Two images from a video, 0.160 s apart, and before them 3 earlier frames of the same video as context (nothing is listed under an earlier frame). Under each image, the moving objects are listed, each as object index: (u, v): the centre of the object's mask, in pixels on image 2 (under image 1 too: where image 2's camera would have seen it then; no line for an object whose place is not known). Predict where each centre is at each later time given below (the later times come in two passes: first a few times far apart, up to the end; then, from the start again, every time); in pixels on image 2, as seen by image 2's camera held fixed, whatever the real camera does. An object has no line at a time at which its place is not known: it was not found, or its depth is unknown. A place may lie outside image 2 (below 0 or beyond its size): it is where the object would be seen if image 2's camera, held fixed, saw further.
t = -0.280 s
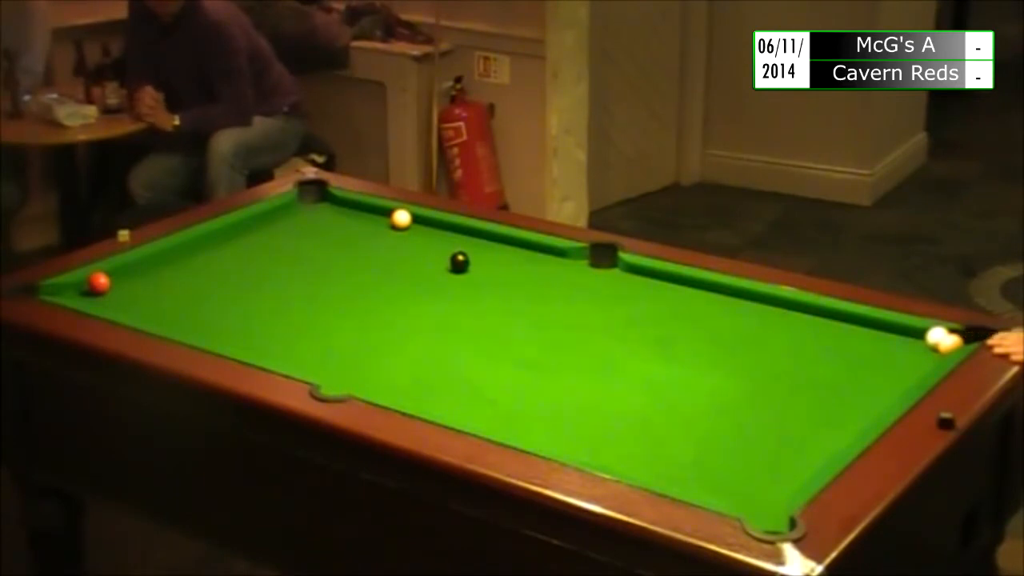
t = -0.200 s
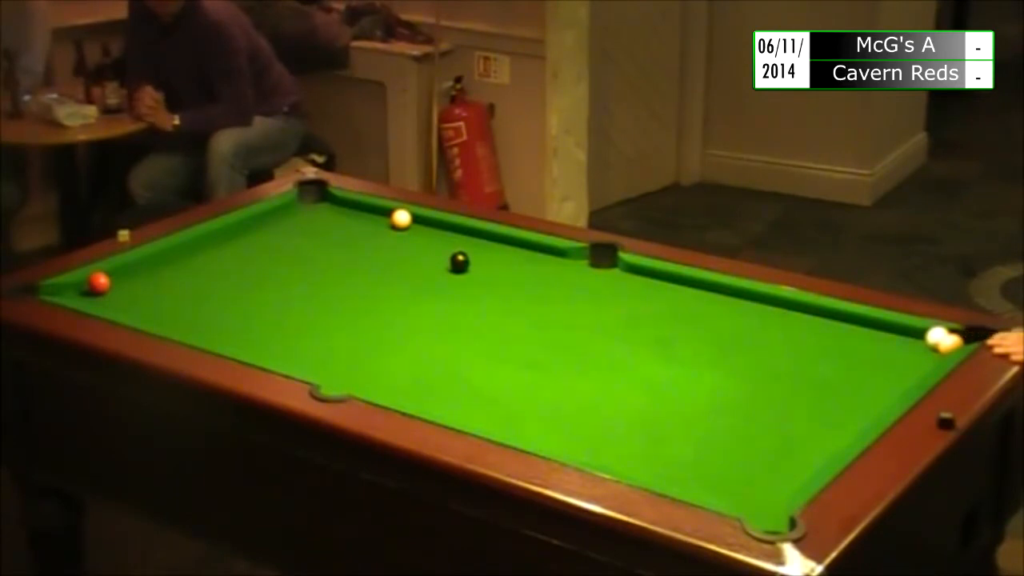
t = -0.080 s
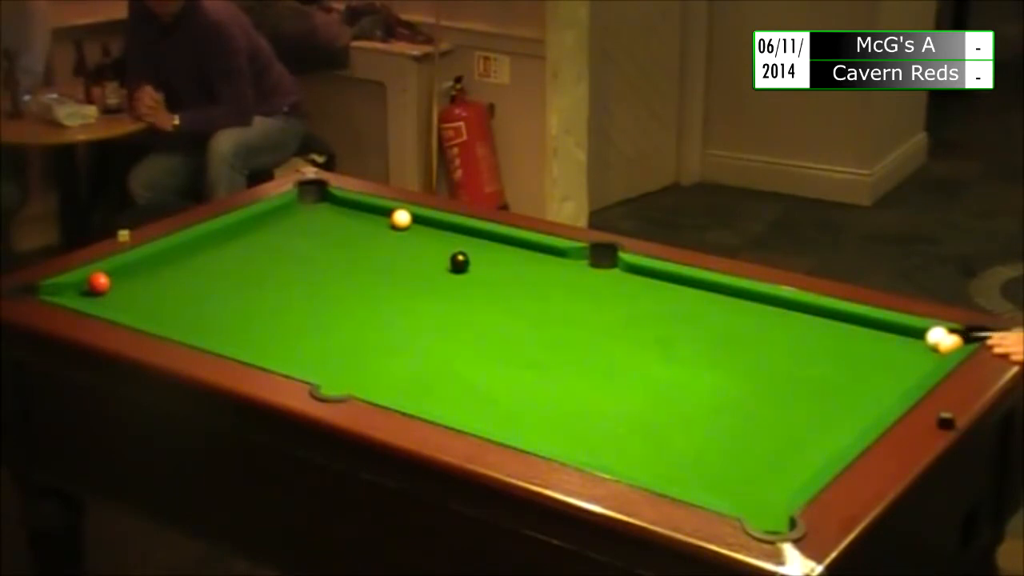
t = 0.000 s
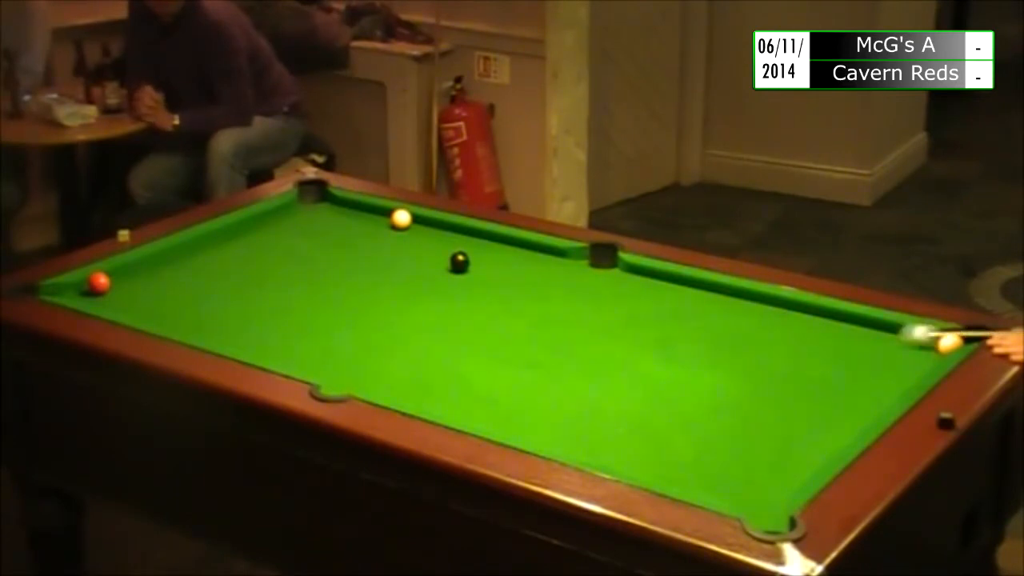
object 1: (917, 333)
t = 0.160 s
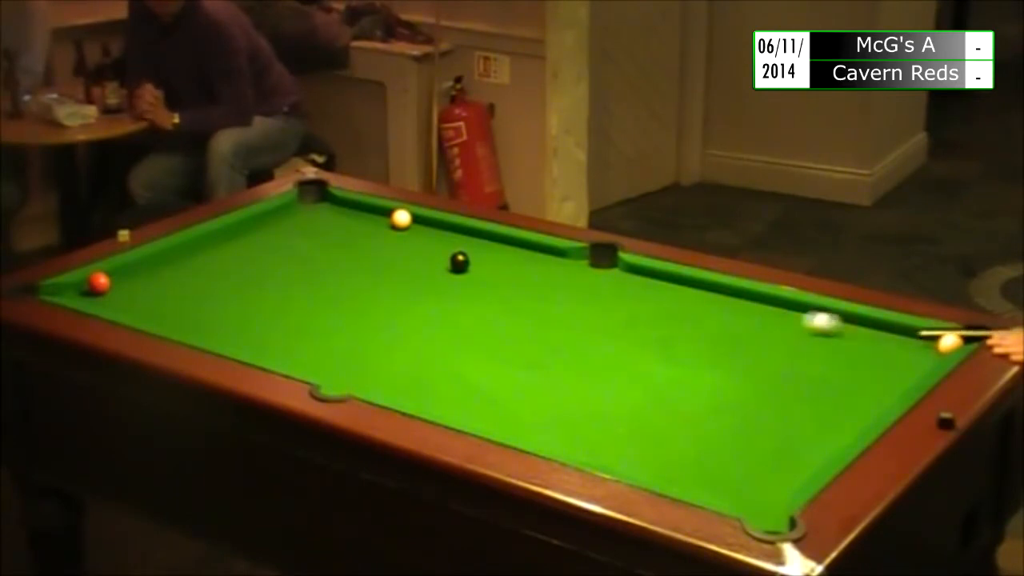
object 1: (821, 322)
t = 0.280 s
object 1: (751, 313)
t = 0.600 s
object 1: (580, 292)
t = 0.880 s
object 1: (447, 275)
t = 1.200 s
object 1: (310, 257)
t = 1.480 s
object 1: (201, 243)
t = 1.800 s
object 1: (241, 265)
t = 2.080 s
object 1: (286, 287)
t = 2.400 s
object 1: (336, 311)
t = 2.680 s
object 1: (379, 333)
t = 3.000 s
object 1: (426, 358)
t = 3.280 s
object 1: (466, 378)
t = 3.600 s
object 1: (509, 400)
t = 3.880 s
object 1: (543, 418)
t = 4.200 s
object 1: (578, 436)
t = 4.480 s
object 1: (606, 449)
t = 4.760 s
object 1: (629, 458)
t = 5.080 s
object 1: (651, 469)
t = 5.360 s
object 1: (667, 476)
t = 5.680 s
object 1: (678, 479)
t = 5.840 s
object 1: (682, 480)
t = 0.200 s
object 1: (798, 319)
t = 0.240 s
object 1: (774, 316)
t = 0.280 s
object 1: (751, 313)
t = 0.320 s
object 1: (728, 310)
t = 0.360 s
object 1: (706, 307)
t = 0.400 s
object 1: (685, 305)
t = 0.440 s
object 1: (663, 302)
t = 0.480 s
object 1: (642, 299)
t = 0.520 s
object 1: (621, 296)
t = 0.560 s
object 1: (601, 294)
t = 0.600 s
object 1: (580, 292)
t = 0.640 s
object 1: (560, 289)
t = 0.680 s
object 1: (541, 286)
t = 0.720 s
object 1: (521, 284)
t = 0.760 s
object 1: (502, 282)
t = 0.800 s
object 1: (484, 279)
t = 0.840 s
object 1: (465, 277)
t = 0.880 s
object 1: (447, 275)
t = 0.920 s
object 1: (429, 272)
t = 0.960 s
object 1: (411, 270)
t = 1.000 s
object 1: (393, 268)
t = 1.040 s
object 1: (376, 266)
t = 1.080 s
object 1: (359, 263)
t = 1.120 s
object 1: (343, 261)
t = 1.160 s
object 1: (326, 259)
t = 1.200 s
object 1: (310, 257)
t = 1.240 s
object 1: (293, 255)
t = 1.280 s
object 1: (277, 253)
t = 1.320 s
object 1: (262, 251)
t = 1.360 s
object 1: (246, 249)
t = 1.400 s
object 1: (231, 247)
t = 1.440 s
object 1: (216, 245)
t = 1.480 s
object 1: (201, 243)
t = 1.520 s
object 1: (195, 244)
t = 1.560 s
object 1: (203, 247)
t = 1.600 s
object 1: (210, 250)
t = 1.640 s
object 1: (216, 253)
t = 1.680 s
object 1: (222, 256)
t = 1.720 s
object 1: (228, 259)
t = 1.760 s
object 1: (235, 262)
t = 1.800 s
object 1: (241, 265)
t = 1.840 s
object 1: (248, 268)
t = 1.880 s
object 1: (254, 271)
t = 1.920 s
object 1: (260, 275)
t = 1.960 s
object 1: (267, 277)
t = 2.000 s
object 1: (273, 281)
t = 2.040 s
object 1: (279, 284)
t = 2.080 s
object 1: (286, 287)
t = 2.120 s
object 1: (292, 290)
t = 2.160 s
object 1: (298, 293)
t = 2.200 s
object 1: (304, 296)
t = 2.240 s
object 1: (311, 299)
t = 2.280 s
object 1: (317, 302)
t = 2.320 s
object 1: (323, 305)
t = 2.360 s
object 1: (330, 308)
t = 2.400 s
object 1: (336, 311)
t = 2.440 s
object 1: (342, 315)
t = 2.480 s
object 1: (348, 318)
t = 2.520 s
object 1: (354, 320)
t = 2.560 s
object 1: (360, 324)
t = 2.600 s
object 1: (367, 326)
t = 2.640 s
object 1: (373, 330)
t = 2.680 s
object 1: (379, 333)
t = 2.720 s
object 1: (385, 336)
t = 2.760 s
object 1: (391, 339)
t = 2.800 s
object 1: (397, 343)
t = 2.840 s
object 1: (403, 345)
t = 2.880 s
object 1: (409, 349)
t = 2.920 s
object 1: (414, 351)
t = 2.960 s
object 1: (421, 355)
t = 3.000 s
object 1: (426, 358)
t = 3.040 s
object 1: (432, 361)
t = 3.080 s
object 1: (438, 364)
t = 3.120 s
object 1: (443, 367)
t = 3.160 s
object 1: (449, 369)
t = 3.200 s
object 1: (455, 372)
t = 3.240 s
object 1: (461, 375)
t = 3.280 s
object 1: (466, 378)
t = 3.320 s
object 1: (472, 381)
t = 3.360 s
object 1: (477, 385)
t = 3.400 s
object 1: (483, 387)
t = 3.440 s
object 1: (488, 390)
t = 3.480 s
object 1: (493, 392)
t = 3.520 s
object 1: (499, 395)
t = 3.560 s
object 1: (503, 398)
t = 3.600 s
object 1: (509, 400)
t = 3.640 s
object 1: (513, 403)
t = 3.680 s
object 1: (519, 406)
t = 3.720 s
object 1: (524, 408)
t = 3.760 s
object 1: (529, 411)
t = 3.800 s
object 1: (533, 413)
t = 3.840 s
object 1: (538, 416)
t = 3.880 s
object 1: (543, 418)
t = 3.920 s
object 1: (548, 420)
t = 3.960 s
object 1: (552, 423)
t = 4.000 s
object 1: (557, 425)
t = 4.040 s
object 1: (561, 427)
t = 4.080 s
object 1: (565, 430)
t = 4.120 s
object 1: (570, 432)
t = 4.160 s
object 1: (574, 434)
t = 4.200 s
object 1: (578, 436)
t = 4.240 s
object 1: (582, 438)
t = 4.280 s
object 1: (586, 440)
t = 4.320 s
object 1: (590, 442)
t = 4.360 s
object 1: (594, 444)
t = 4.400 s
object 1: (598, 445)
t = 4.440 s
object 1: (602, 447)
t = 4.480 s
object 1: (606, 449)
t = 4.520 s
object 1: (609, 451)
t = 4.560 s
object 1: (612, 452)
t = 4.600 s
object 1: (616, 453)
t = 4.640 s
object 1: (620, 455)
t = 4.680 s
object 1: (623, 456)
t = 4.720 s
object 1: (626, 458)
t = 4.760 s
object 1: (629, 458)
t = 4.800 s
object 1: (632, 460)
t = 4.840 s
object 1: (635, 462)
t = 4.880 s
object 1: (638, 463)
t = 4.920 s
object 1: (641, 464)
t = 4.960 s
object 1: (644, 465)
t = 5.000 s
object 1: (646, 466)
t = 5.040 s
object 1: (649, 468)
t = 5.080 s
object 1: (651, 469)
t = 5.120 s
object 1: (654, 470)
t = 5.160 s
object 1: (656, 471)
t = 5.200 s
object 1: (659, 472)
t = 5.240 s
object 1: (660, 472)
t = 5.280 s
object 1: (663, 474)
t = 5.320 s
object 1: (664, 475)
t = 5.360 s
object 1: (667, 476)
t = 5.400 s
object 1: (668, 476)
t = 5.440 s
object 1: (670, 477)
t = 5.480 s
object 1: (672, 478)
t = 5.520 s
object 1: (673, 479)
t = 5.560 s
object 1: (674, 479)
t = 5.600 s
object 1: (676, 479)
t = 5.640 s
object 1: (677, 479)
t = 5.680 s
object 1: (678, 479)
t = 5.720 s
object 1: (679, 480)
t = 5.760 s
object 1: (681, 480)
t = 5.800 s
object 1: (681, 480)
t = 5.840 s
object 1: (682, 480)
